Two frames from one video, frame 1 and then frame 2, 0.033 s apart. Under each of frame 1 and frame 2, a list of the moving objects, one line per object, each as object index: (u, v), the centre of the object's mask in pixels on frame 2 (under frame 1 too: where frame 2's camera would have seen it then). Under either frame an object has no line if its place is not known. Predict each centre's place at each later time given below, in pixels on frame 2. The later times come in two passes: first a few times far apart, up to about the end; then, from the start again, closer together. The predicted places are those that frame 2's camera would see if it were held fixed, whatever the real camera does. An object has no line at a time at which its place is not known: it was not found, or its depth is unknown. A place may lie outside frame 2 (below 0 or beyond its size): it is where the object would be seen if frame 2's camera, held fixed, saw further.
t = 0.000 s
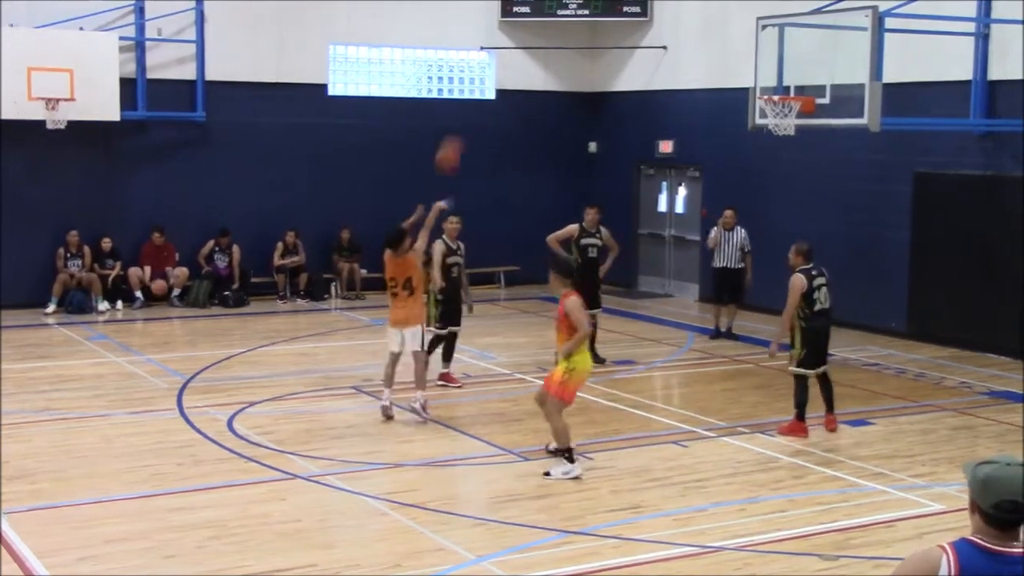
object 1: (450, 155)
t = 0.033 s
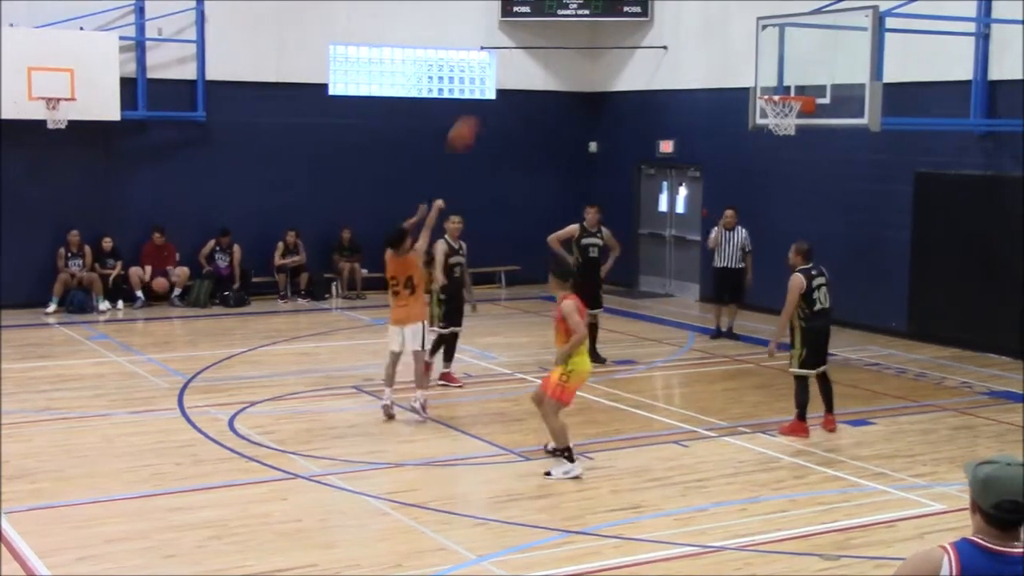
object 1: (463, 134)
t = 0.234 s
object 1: (533, 40)
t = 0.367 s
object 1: (575, 5)
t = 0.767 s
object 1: (695, 5)
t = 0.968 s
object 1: (746, 58)
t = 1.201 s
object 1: (777, 65)
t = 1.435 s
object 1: (794, 72)
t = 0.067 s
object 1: (474, 117)
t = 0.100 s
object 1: (485, 103)
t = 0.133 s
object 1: (500, 83)
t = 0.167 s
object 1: (509, 66)
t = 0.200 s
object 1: (522, 52)
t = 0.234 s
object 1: (533, 40)
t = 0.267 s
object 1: (544, 31)
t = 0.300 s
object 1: (553, 20)
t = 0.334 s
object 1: (563, 10)
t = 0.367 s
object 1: (575, 5)
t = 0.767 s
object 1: (695, 5)
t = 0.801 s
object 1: (704, 9)
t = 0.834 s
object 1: (713, 16)
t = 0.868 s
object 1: (721, 25)
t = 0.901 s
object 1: (729, 35)
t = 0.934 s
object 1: (738, 46)
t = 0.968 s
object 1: (746, 58)
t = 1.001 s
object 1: (754, 71)
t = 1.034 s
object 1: (763, 85)
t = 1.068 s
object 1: (766, 84)
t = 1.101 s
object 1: (769, 77)
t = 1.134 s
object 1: (771, 72)
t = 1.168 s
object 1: (775, 68)
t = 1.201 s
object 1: (777, 65)
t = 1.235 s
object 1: (780, 63)
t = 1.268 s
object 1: (782, 62)
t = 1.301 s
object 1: (785, 62)
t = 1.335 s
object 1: (787, 63)
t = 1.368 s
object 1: (789, 65)
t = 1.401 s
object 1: (791, 68)
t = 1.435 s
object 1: (794, 72)
